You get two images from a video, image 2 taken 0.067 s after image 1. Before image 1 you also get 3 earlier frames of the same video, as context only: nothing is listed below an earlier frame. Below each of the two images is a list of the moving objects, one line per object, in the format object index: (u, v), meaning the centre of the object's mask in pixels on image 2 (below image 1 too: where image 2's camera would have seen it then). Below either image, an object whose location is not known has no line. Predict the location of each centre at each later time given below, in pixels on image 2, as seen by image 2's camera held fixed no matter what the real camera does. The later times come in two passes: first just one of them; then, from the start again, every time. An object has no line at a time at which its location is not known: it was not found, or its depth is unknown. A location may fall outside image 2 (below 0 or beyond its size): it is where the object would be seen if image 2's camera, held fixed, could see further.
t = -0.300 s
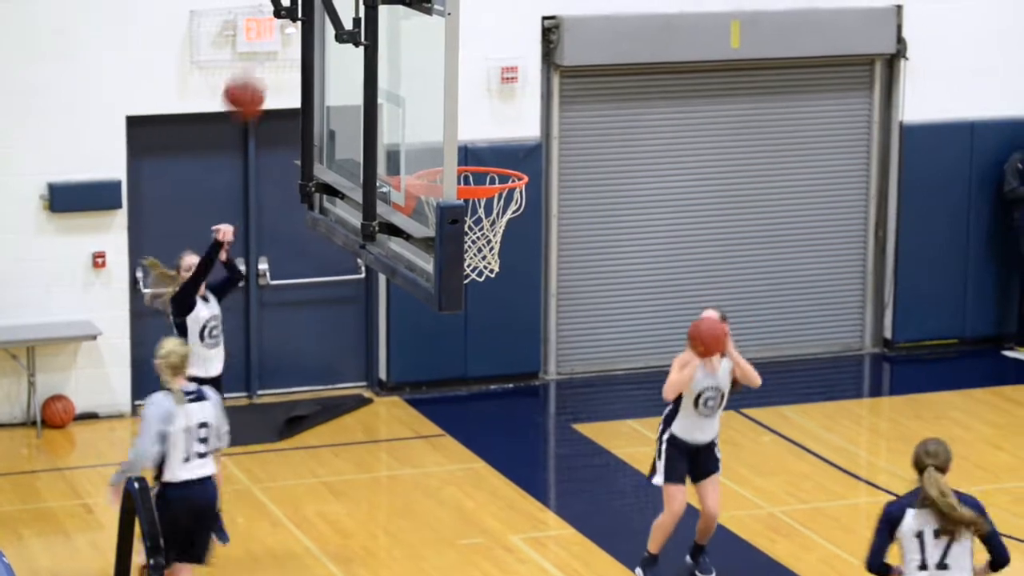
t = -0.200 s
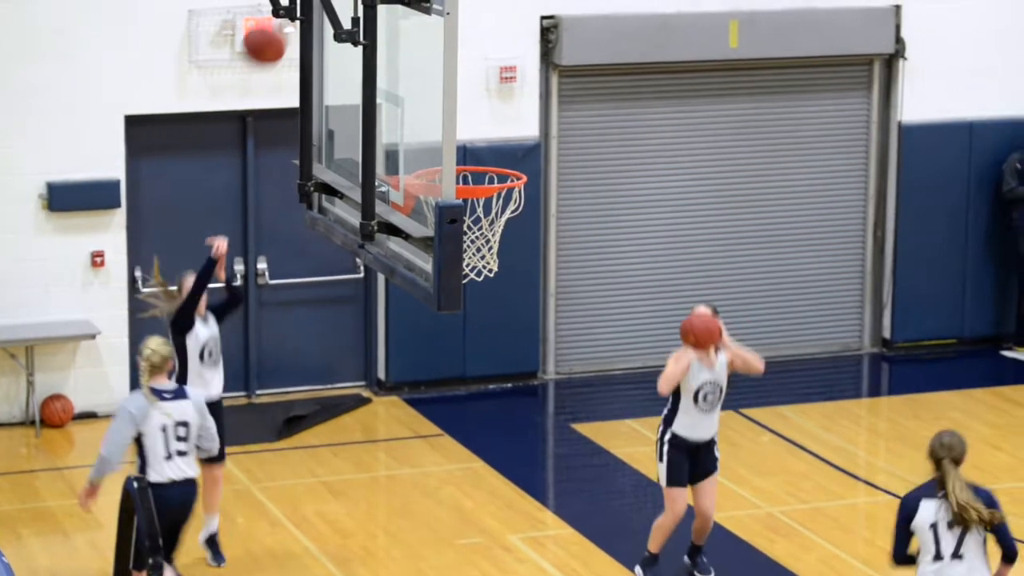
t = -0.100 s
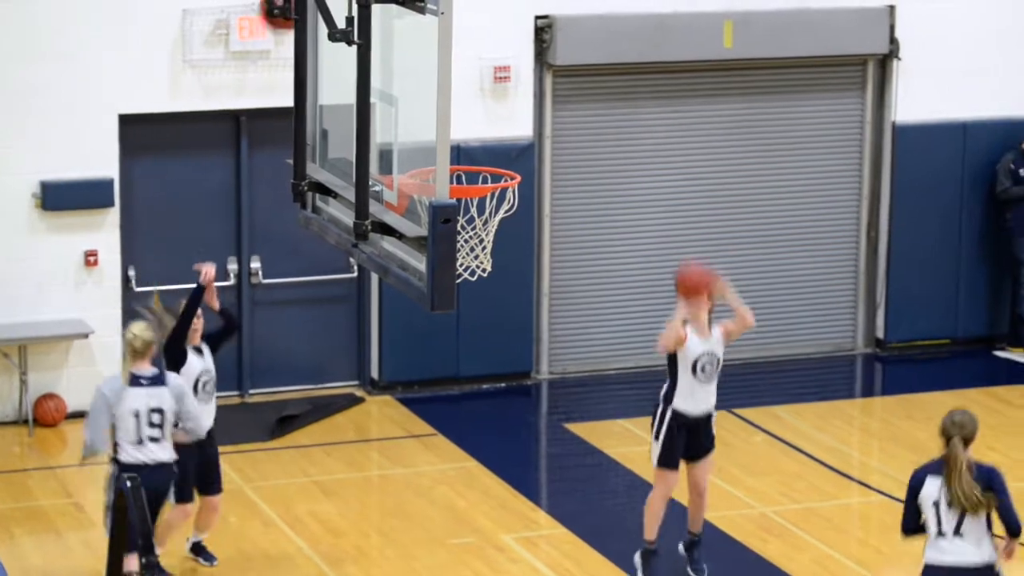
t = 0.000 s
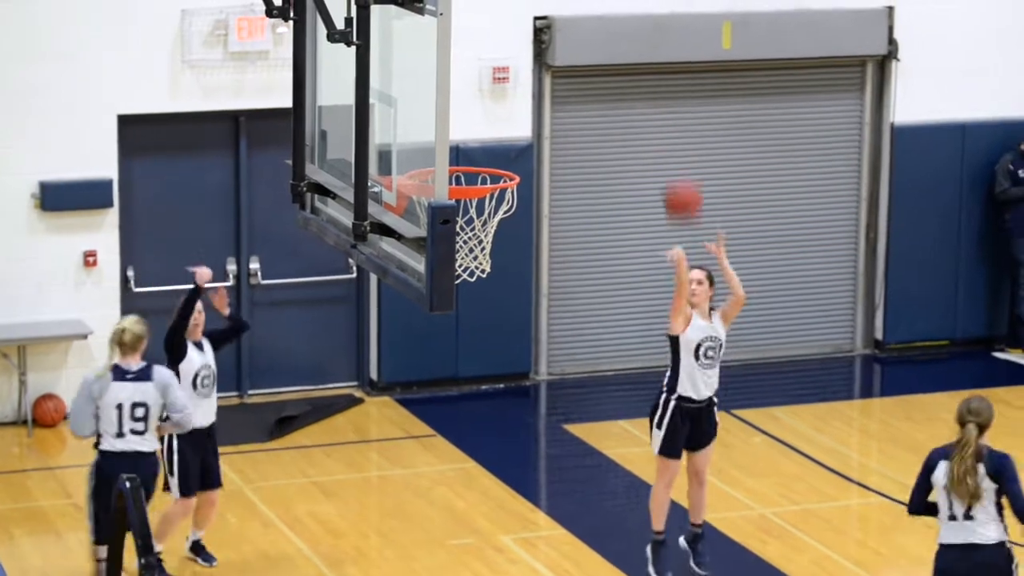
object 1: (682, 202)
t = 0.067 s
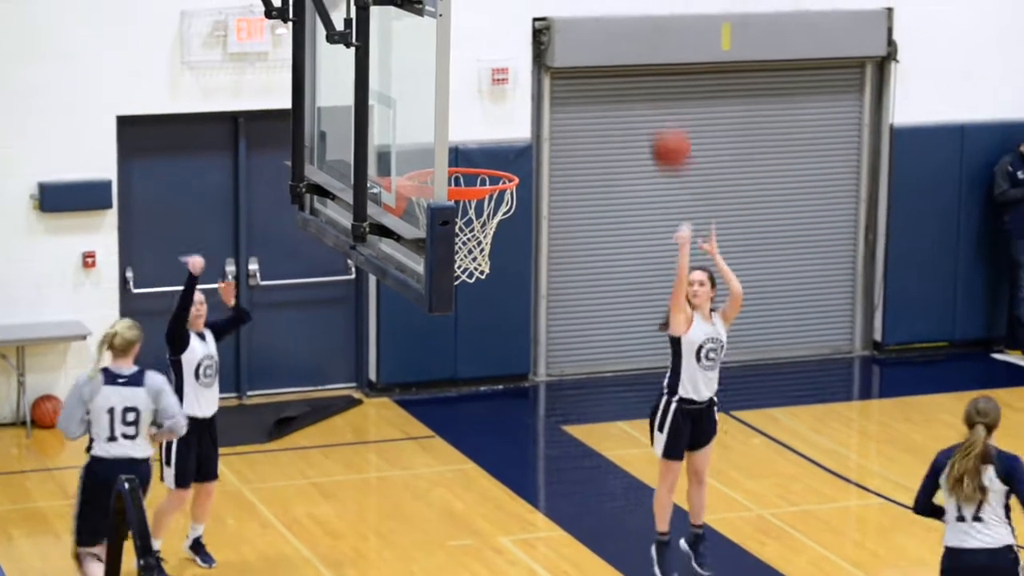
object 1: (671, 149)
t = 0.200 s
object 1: (647, 64)
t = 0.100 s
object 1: (666, 123)
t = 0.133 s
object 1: (659, 100)
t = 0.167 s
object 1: (654, 82)
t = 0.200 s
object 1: (647, 64)
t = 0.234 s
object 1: (641, 45)
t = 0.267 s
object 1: (634, 29)
